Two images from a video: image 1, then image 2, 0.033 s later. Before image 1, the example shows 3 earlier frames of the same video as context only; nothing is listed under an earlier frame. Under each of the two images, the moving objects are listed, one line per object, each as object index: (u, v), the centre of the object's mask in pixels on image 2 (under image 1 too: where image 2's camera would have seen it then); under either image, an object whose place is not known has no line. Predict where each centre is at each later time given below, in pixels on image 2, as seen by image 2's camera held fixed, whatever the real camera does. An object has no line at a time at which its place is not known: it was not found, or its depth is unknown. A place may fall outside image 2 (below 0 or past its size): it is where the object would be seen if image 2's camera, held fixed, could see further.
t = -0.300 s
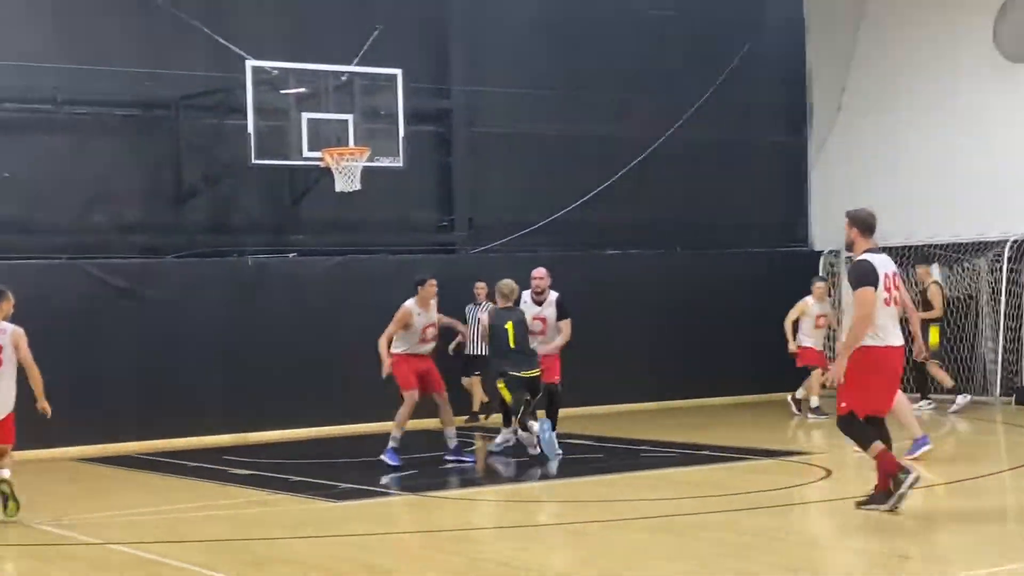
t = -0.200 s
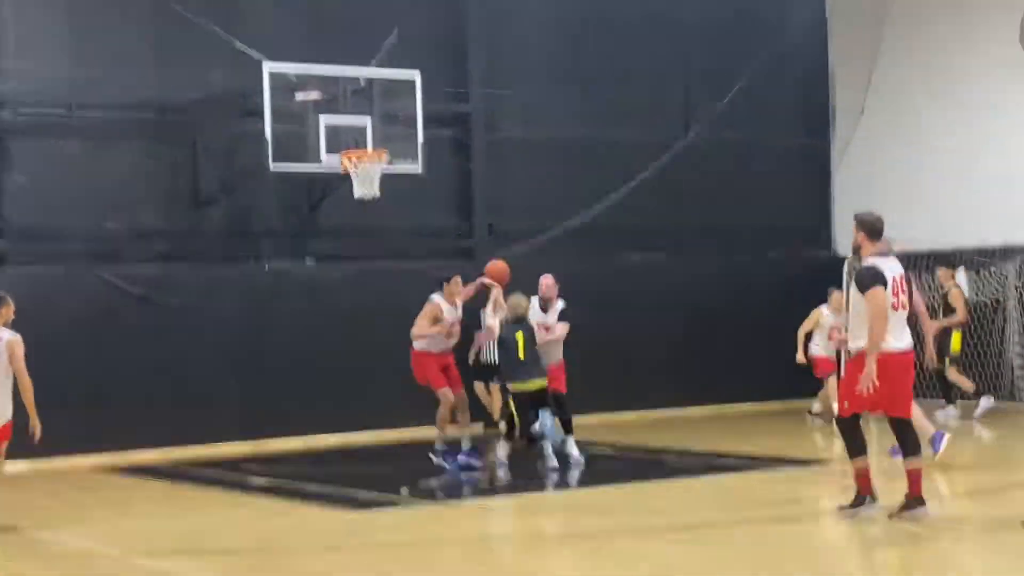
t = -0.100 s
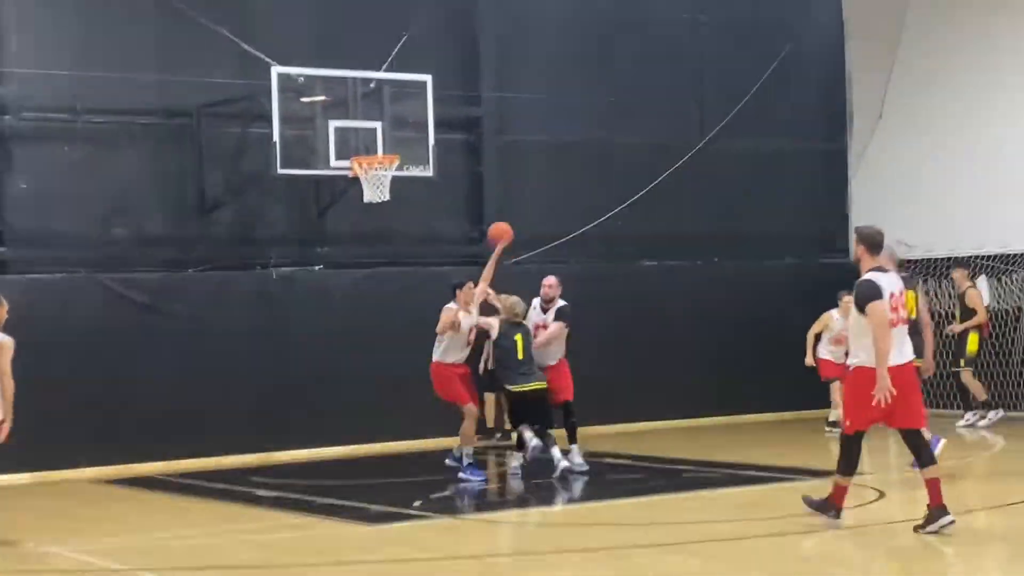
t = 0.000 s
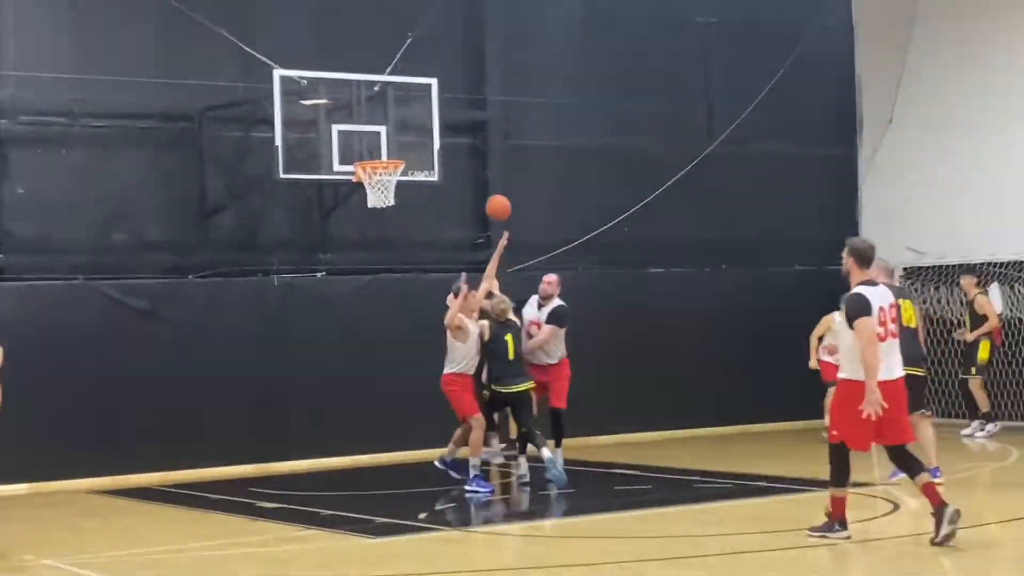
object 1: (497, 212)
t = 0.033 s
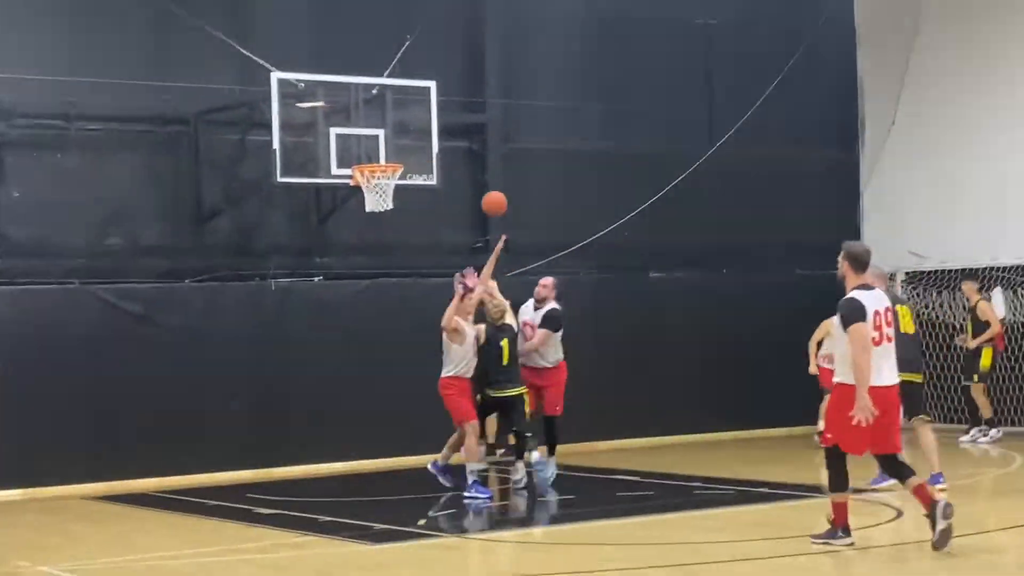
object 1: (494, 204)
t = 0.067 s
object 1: (492, 197)
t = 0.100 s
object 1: (489, 192)
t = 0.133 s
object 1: (487, 187)
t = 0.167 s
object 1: (484, 184)
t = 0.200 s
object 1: (482, 182)
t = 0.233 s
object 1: (479, 181)
